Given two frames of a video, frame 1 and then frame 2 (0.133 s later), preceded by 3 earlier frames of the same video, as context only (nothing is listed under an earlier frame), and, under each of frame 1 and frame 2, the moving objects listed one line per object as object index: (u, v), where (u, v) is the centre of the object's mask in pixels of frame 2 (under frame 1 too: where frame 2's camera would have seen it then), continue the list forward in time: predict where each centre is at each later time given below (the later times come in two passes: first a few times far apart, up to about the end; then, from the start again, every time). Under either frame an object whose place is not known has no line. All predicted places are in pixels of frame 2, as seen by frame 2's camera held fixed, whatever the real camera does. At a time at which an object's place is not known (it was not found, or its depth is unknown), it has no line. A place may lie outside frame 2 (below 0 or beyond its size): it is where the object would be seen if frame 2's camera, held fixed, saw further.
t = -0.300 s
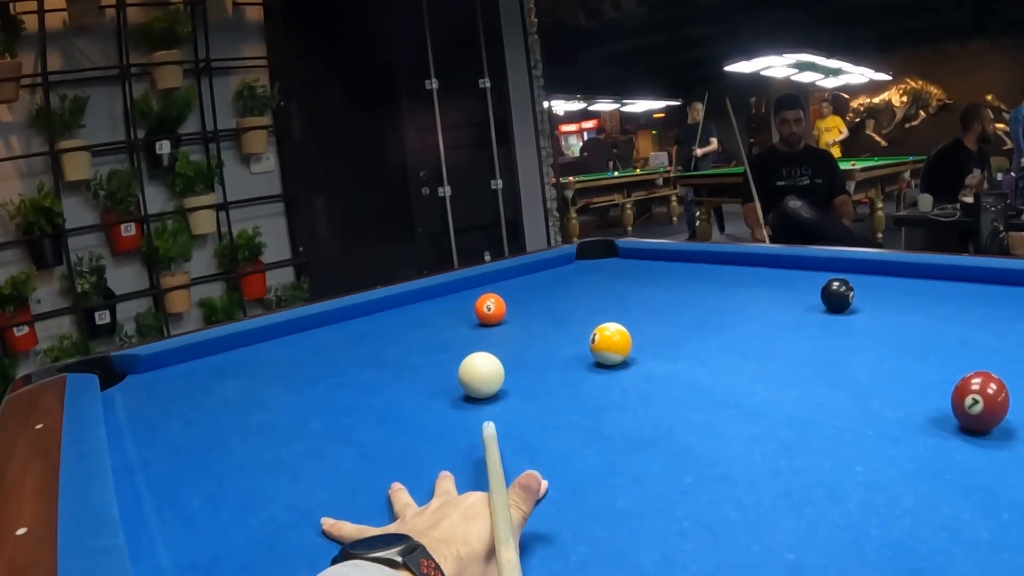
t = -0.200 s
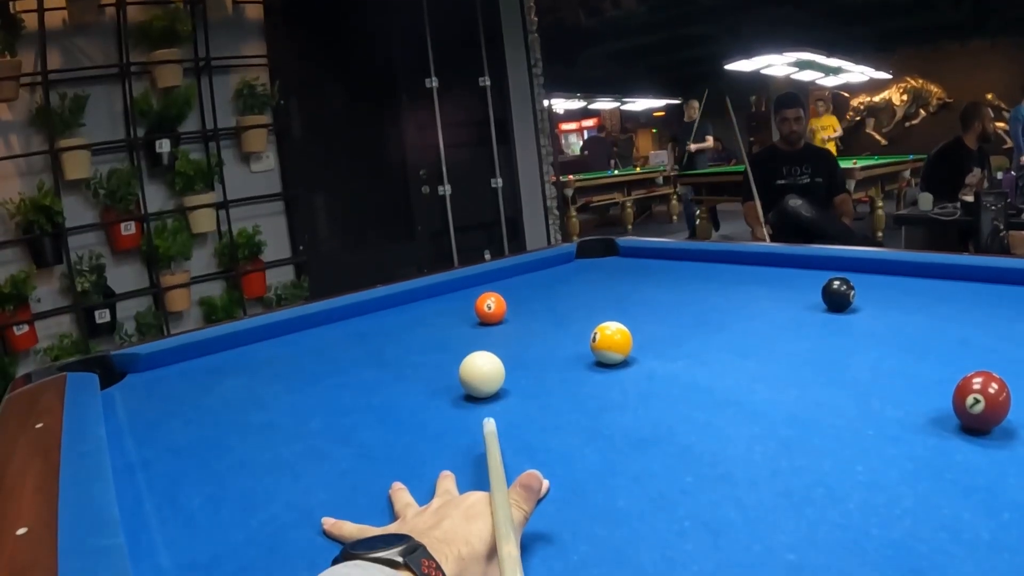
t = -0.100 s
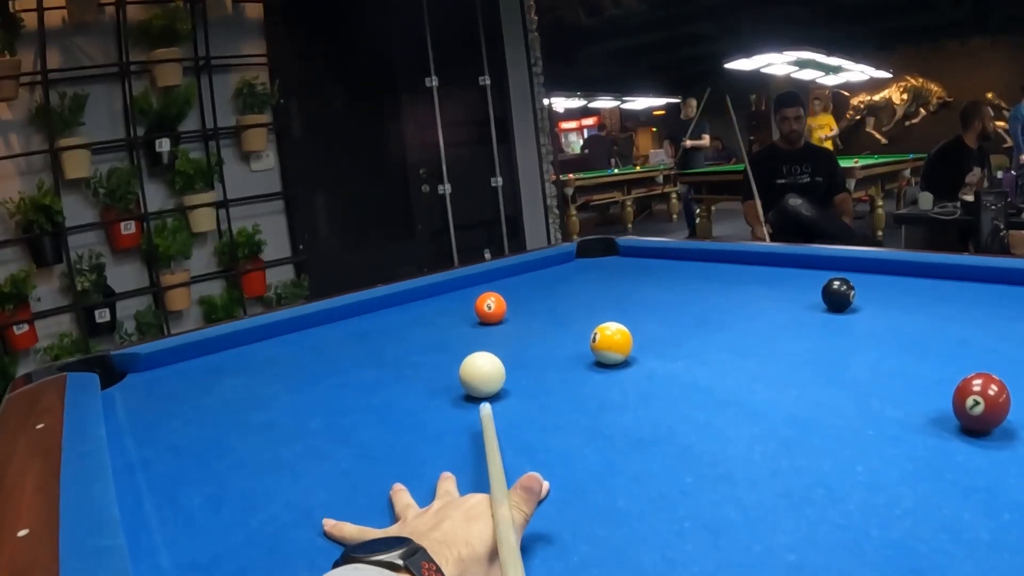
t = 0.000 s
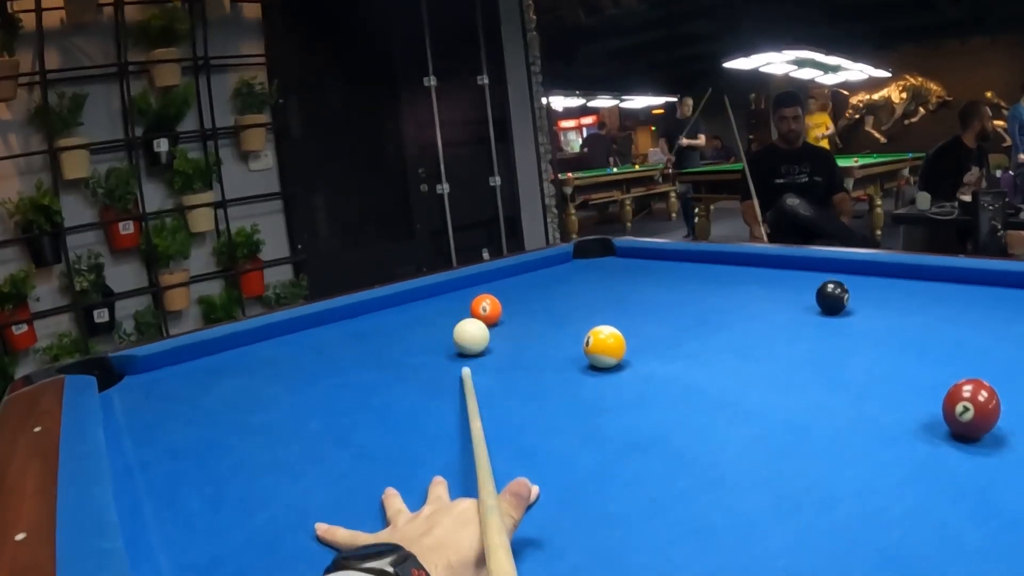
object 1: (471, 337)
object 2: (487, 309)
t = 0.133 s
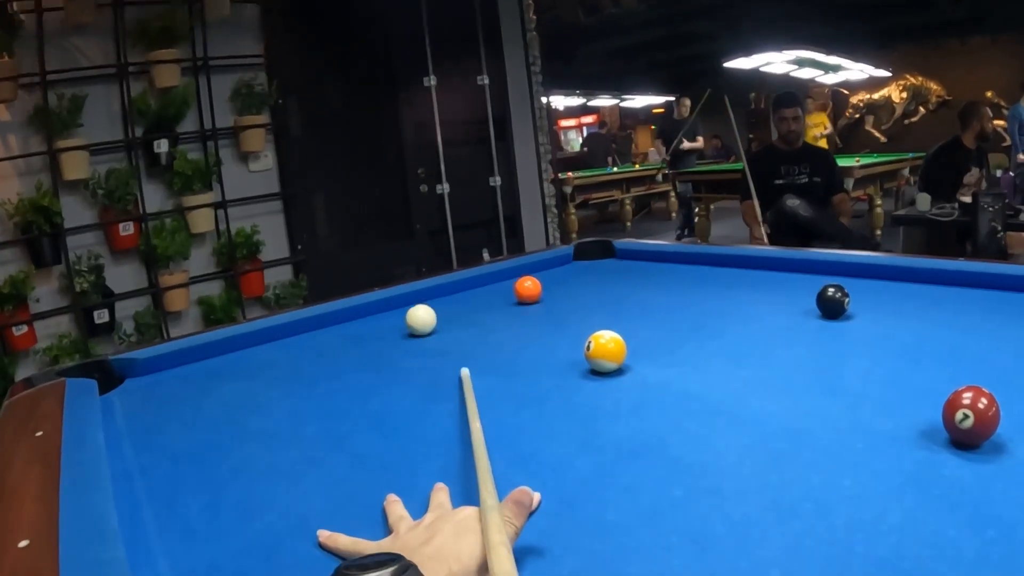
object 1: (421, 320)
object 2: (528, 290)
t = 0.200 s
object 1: (393, 320)
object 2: (549, 278)
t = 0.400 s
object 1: (327, 320)
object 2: (591, 253)
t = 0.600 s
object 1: (292, 337)
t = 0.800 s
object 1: (255, 359)
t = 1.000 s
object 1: (211, 386)
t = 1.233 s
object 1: (151, 424)
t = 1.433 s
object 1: (156, 443)
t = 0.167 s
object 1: (406, 320)
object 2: (539, 283)
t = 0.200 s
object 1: (393, 320)
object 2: (549, 278)
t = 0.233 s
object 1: (380, 320)
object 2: (557, 273)
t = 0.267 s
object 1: (369, 320)
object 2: (565, 268)
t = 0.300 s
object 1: (358, 320)
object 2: (573, 264)
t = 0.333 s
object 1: (347, 320)
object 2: (579, 260)
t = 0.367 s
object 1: (337, 320)
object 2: (586, 257)
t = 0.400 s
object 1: (327, 320)
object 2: (591, 253)
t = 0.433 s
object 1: (319, 322)
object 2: (597, 250)
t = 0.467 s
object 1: (314, 324)
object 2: (600, 248)
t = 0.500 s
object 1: (309, 327)
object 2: (593, 252)
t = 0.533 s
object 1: (303, 330)
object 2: (587, 256)
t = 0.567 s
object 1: (298, 334)
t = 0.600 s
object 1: (292, 337)
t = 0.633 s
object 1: (286, 340)
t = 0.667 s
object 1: (280, 344)
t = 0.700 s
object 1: (274, 347)
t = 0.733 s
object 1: (268, 351)
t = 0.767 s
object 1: (261, 355)
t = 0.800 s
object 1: (255, 359)
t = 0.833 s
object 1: (248, 363)
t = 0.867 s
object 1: (241, 367)
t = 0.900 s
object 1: (234, 371)
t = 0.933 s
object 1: (226, 376)
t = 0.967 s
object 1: (219, 380)
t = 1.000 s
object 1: (211, 386)
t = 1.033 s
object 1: (203, 390)
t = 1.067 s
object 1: (195, 396)
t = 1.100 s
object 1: (187, 401)
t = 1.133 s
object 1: (178, 407)
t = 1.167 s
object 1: (169, 412)
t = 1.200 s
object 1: (160, 418)
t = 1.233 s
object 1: (151, 424)
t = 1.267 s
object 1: (141, 431)
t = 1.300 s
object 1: (131, 438)
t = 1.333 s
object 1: (131, 441)
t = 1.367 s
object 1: (139, 442)
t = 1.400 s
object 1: (147, 443)
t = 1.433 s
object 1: (156, 443)
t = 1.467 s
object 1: (164, 445)
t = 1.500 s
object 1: (173, 445)
